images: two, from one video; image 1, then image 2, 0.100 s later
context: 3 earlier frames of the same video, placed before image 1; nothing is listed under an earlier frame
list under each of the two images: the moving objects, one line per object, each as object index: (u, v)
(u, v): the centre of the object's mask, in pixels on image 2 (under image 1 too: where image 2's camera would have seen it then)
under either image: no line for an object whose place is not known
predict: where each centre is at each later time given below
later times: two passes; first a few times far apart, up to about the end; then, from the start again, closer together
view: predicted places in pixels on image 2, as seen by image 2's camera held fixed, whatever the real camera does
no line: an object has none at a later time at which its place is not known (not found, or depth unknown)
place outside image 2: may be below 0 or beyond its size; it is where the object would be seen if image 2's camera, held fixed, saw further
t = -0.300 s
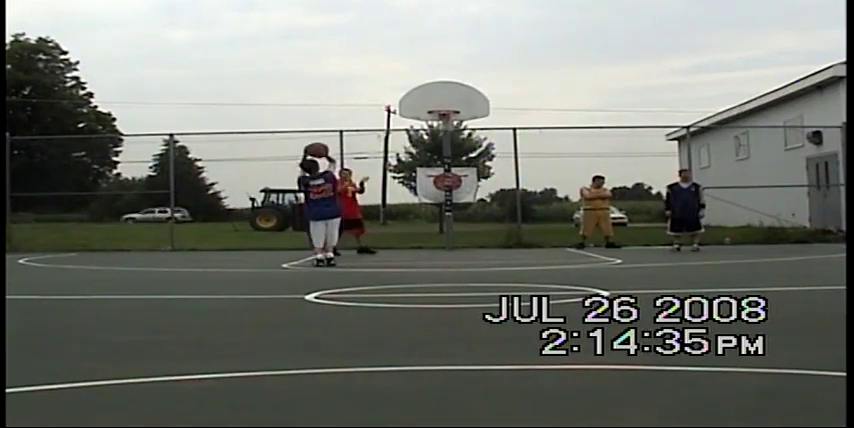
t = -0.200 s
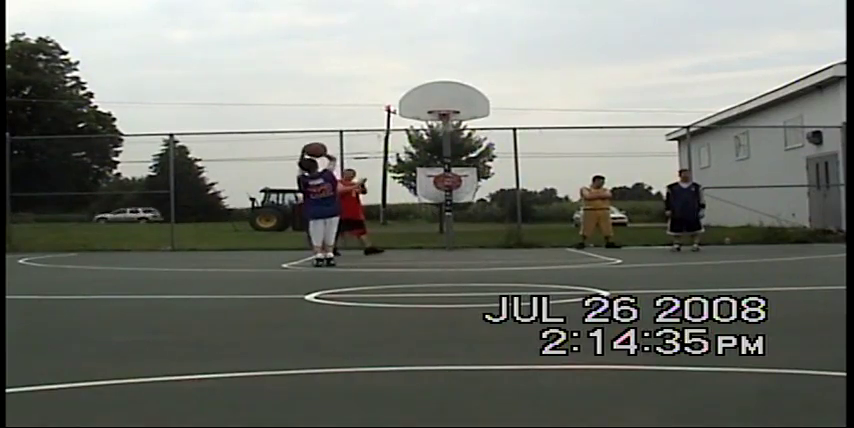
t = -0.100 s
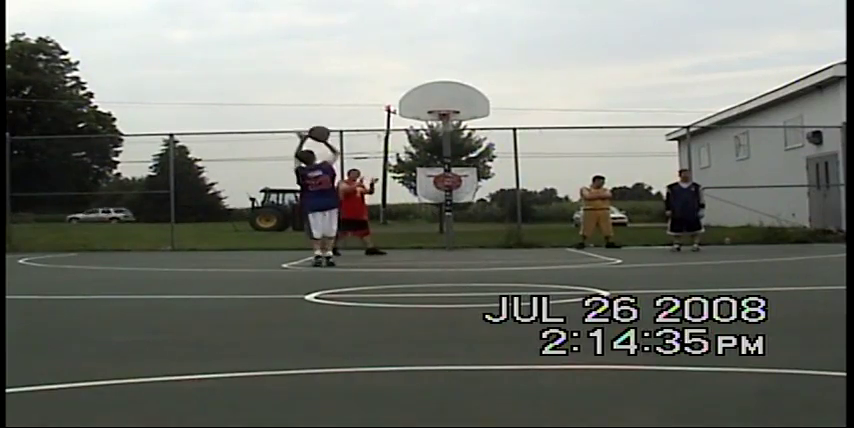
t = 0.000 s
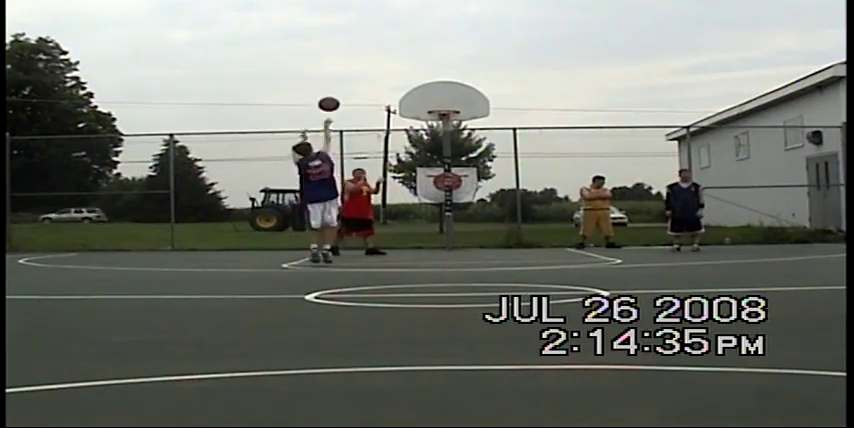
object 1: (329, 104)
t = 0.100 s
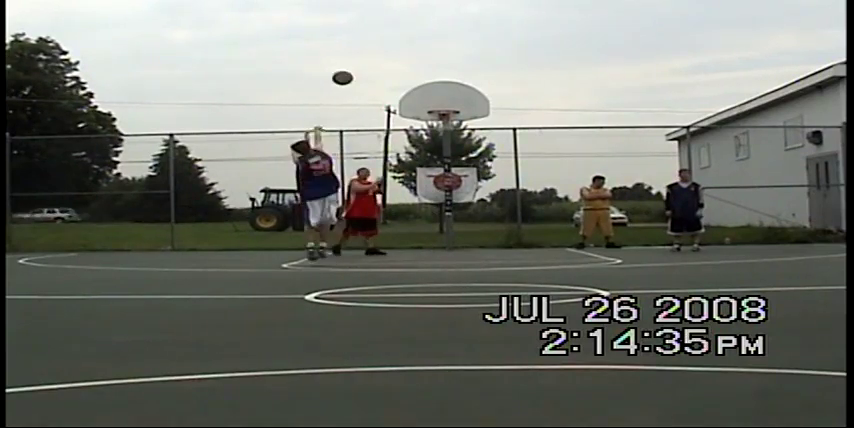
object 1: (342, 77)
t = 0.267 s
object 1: (364, 50)
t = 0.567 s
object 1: (401, 40)
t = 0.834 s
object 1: (431, 65)
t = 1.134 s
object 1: (463, 124)
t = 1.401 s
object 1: (491, 192)
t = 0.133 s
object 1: (346, 71)
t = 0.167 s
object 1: (351, 64)
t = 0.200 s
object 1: (355, 59)
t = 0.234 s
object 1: (360, 54)
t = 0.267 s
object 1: (364, 50)
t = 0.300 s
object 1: (368, 46)
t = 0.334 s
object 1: (373, 43)
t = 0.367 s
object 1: (377, 41)
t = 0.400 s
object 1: (381, 40)
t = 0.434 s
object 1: (385, 39)
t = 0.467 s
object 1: (389, 38)
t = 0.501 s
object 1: (393, 38)
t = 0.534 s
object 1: (397, 39)
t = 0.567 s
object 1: (401, 40)
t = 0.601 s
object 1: (405, 41)
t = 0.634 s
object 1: (409, 43)
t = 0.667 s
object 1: (412, 46)
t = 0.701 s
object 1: (416, 49)
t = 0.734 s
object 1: (420, 52)
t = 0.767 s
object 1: (424, 56)
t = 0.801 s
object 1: (428, 60)
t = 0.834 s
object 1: (431, 65)
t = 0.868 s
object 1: (435, 70)
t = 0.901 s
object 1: (439, 76)
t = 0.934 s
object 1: (442, 82)
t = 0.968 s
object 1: (445, 89)
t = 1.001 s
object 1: (449, 95)
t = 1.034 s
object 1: (452, 103)
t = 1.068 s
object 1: (456, 110)
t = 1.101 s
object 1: (460, 117)
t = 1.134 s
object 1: (463, 124)
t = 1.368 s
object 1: (487, 180)
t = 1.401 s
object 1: (491, 192)
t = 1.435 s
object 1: (494, 201)
